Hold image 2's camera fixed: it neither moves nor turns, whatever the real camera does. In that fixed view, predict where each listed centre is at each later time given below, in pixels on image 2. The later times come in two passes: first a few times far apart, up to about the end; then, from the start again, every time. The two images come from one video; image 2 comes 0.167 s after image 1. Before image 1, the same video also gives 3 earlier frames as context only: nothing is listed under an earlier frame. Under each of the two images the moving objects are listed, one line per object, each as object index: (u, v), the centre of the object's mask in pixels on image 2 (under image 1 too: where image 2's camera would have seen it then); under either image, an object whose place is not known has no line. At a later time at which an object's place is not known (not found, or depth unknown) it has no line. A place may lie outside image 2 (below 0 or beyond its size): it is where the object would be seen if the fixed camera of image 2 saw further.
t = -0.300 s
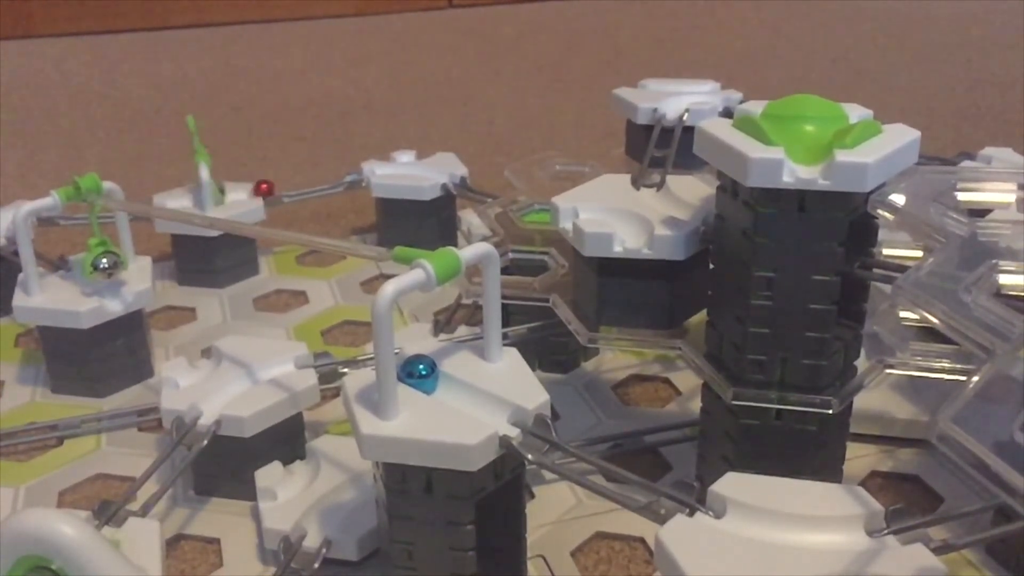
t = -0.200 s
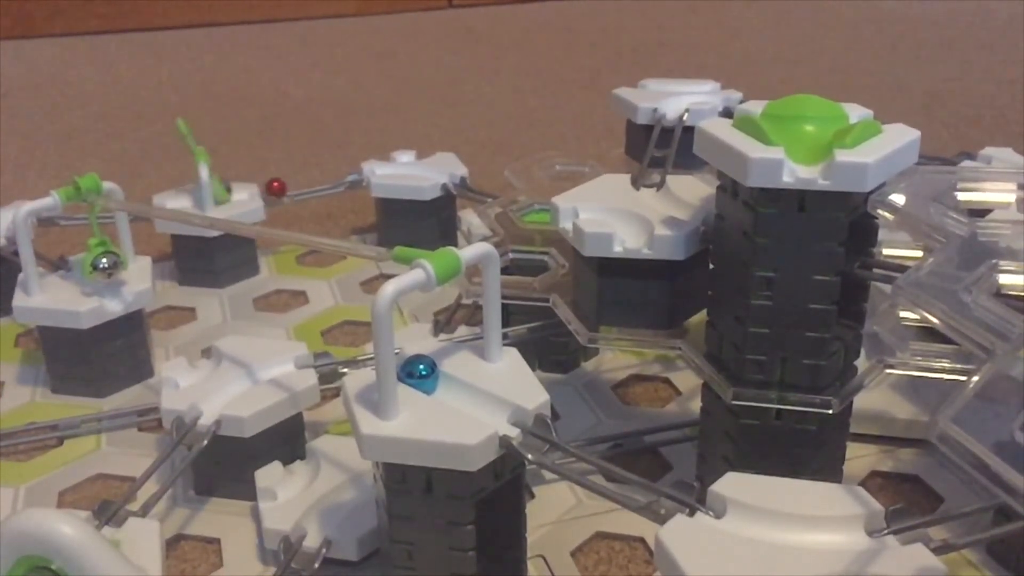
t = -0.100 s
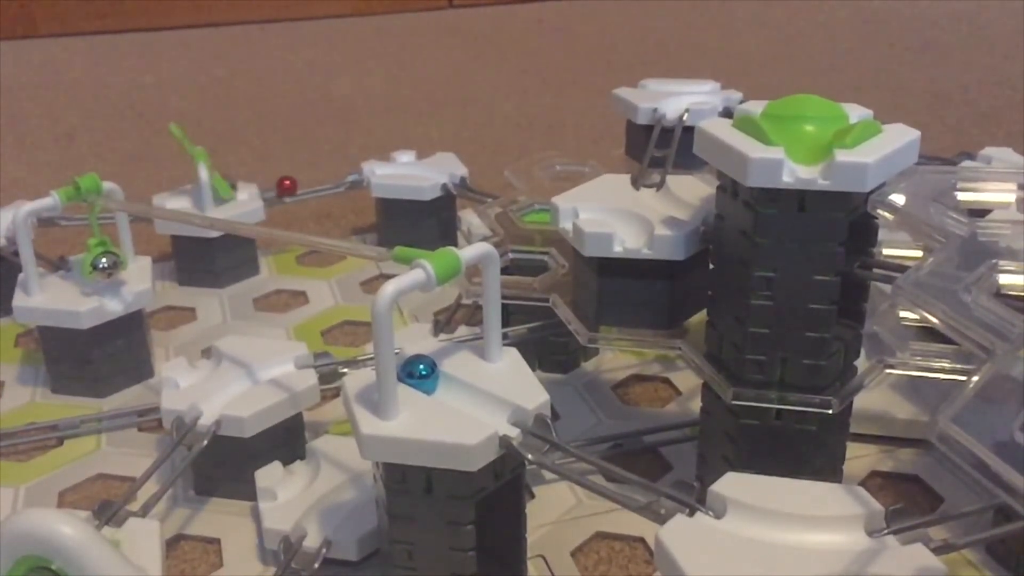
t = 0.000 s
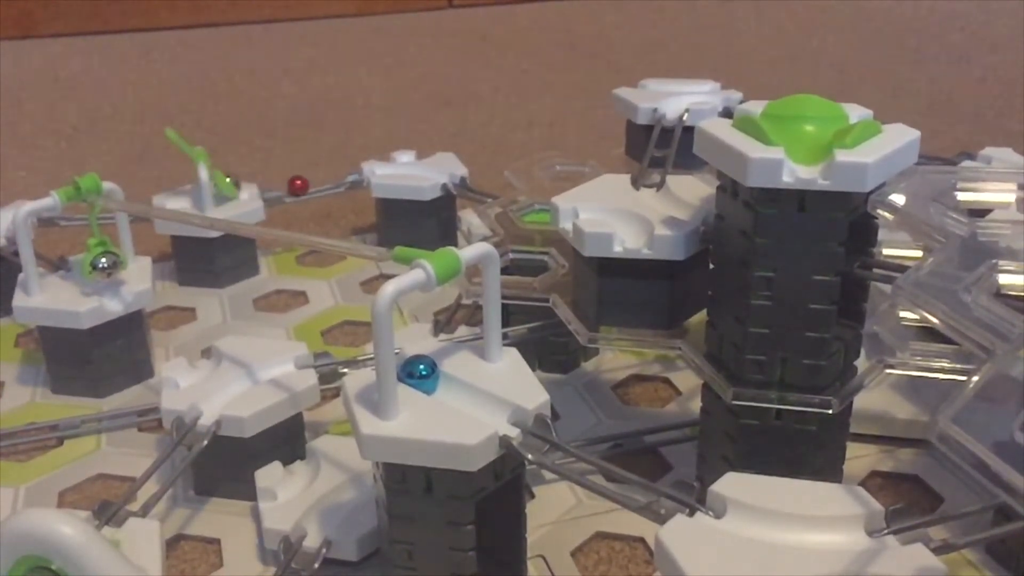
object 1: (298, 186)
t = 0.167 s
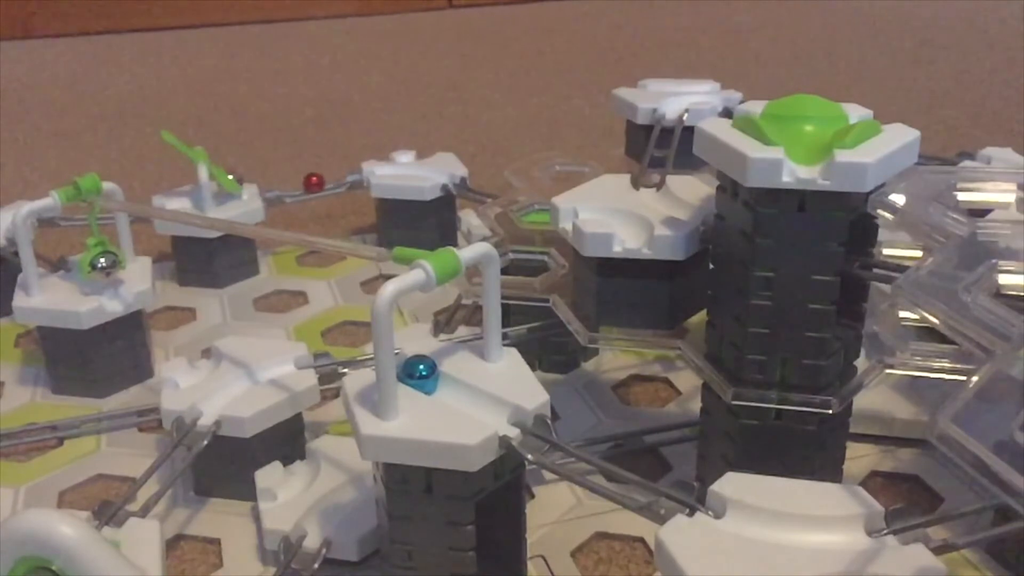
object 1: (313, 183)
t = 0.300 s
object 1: (324, 181)
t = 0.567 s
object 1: (345, 175)
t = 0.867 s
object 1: (414, 168)
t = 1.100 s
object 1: (502, 191)
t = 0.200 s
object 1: (316, 182)
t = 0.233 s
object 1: (319, 182)
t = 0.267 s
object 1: (322, 181)
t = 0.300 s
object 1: (324, 181)
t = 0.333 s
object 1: (327, 180)
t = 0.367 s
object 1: (330, 179)
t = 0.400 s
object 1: (333, 179)
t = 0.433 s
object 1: (336, 177)
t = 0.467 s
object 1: (337, 177)
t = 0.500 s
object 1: (340, 176)
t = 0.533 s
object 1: (342, 176)
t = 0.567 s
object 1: (345, 175)
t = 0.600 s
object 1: (347, 174)
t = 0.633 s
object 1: (349, 174)
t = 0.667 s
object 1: (353, 173)
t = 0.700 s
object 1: (358, 172)
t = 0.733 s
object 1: (365, 170)
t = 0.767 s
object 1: (375, 168)
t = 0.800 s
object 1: (385, 167)
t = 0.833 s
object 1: (400, 167)
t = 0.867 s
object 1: (414, 168)
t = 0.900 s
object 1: (427, 169)
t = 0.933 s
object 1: (441, 174)
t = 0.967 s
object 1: (455, 179)
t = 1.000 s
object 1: (465, 182)
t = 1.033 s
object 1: (479, 188)
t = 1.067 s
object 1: (492, 191)
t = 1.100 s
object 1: (502, 191)
